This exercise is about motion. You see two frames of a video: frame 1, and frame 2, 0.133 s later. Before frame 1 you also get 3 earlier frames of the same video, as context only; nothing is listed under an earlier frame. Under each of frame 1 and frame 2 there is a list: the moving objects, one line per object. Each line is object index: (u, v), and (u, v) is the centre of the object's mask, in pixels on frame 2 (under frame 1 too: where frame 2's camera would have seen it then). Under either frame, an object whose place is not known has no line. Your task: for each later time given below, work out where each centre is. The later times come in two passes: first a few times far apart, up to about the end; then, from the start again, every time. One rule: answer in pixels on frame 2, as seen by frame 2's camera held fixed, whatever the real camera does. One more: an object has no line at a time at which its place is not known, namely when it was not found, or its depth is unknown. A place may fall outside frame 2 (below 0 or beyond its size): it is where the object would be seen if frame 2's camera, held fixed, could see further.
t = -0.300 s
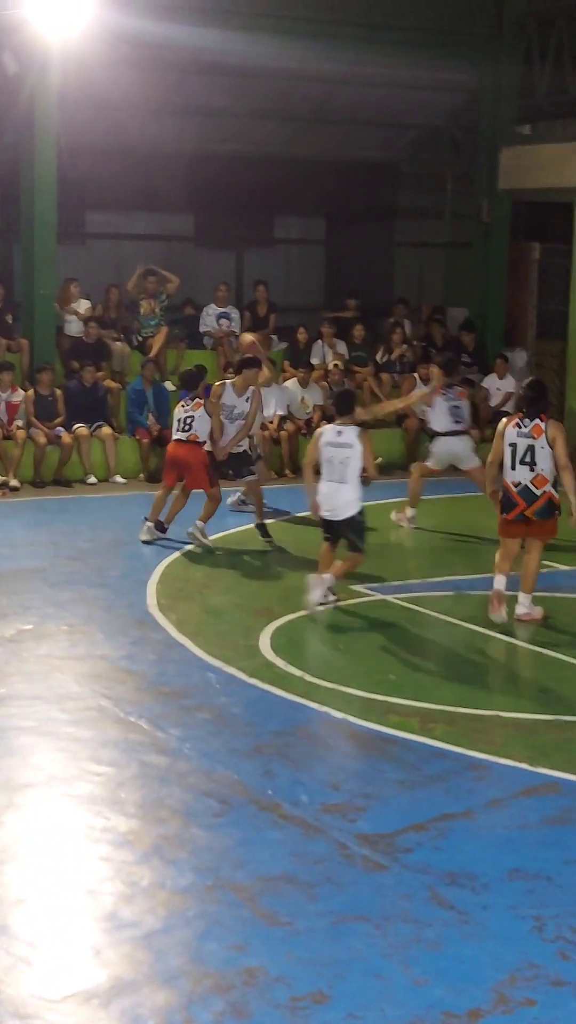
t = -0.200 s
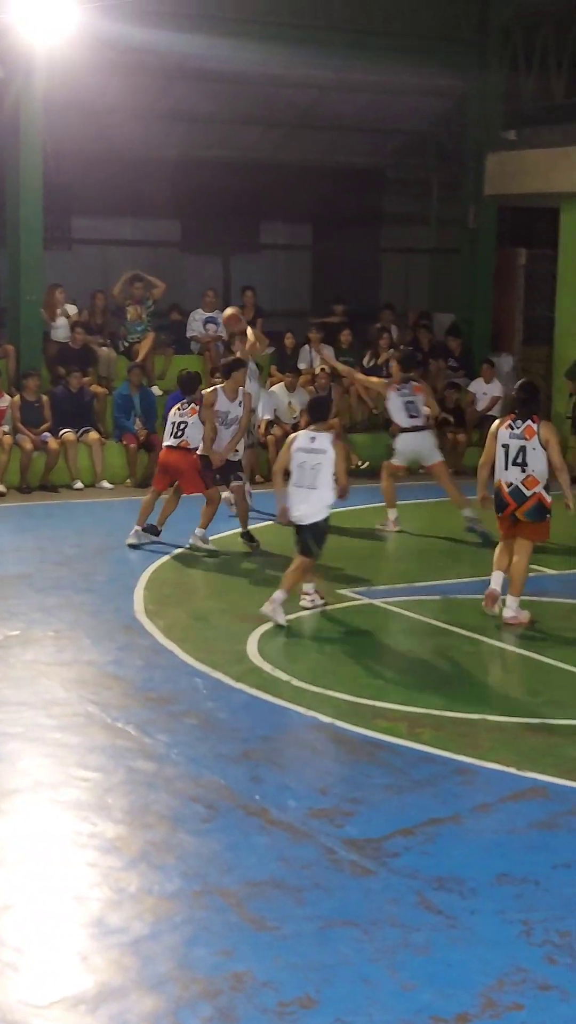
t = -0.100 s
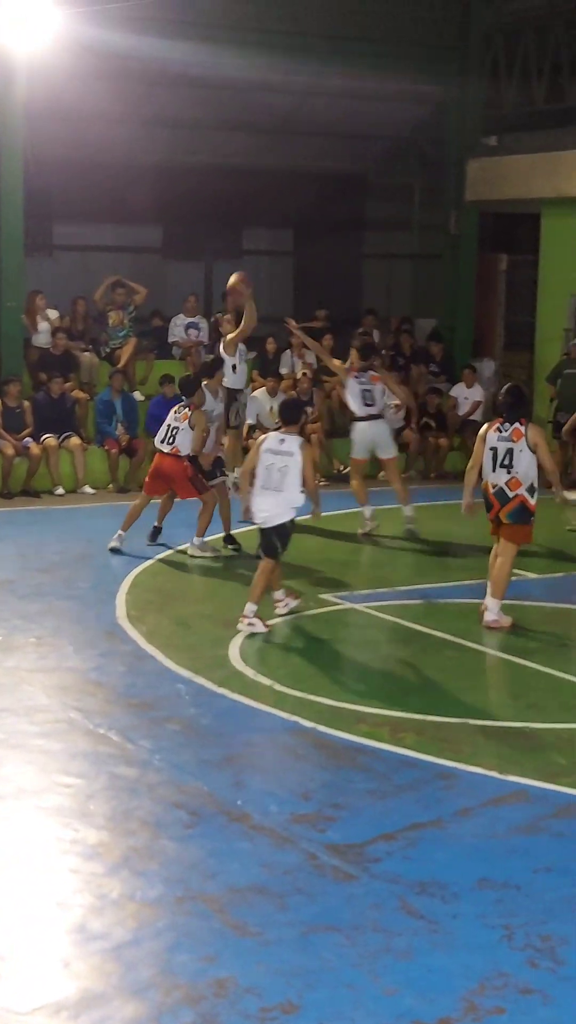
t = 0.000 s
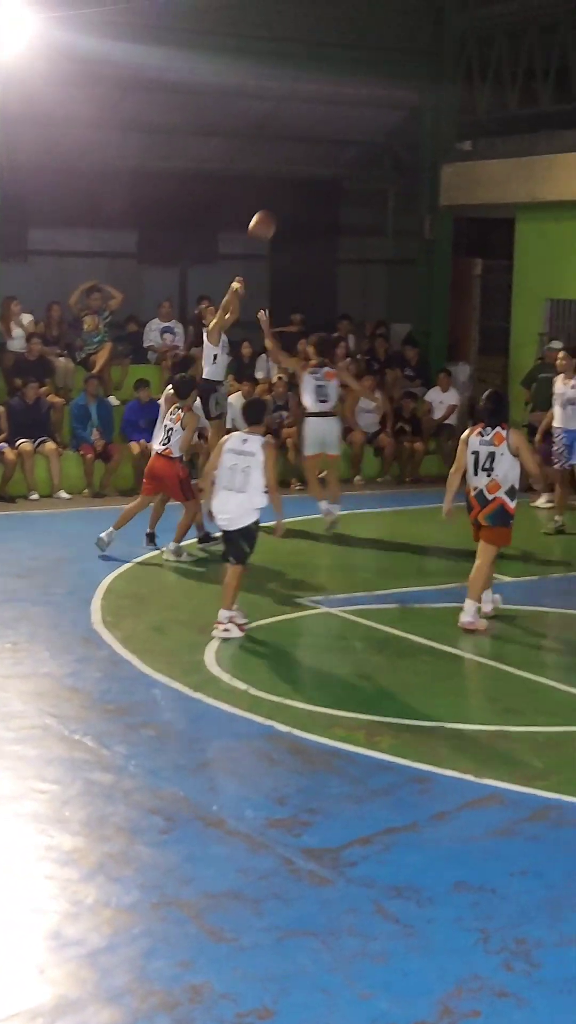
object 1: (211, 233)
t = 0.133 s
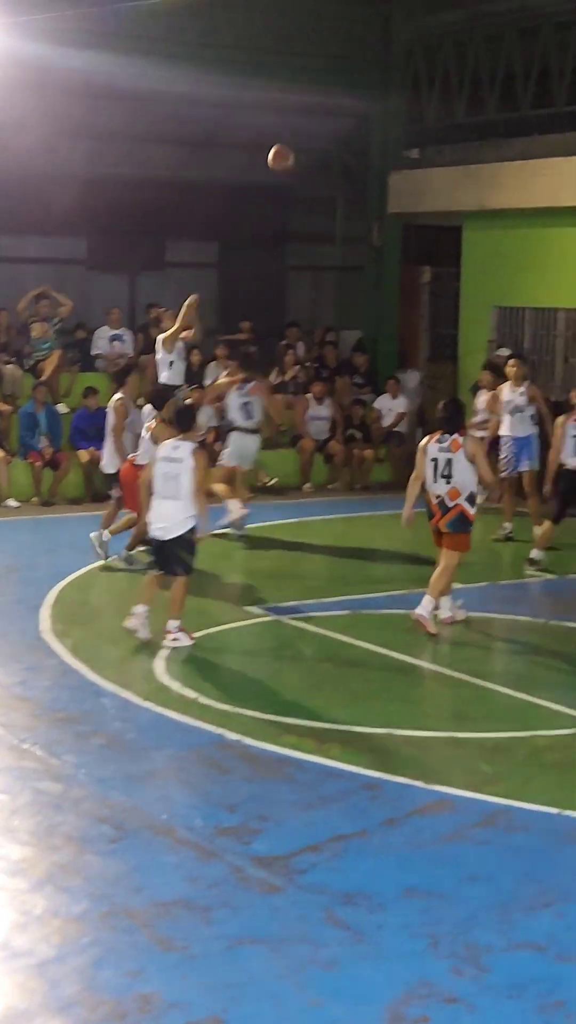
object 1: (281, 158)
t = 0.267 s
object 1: (353, 97)
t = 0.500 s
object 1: (486, 36)
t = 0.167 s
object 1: (298, 141)
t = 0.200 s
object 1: (316, 126)
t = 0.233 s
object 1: (334, 112)
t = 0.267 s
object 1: (353, 97)
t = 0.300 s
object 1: (371, 85)
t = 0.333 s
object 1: (390, 73)
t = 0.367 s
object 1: (409, 63)
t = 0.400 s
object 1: (428, 54)
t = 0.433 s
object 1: (447, 46)
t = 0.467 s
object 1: (467, 40)
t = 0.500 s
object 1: (486, 36)
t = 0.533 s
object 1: (506, 32)
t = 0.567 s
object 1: (527, 29)
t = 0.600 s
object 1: (547, 27)
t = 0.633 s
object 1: (568, 27)
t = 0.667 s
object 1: (588, 28)
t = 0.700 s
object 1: (608, 32)
